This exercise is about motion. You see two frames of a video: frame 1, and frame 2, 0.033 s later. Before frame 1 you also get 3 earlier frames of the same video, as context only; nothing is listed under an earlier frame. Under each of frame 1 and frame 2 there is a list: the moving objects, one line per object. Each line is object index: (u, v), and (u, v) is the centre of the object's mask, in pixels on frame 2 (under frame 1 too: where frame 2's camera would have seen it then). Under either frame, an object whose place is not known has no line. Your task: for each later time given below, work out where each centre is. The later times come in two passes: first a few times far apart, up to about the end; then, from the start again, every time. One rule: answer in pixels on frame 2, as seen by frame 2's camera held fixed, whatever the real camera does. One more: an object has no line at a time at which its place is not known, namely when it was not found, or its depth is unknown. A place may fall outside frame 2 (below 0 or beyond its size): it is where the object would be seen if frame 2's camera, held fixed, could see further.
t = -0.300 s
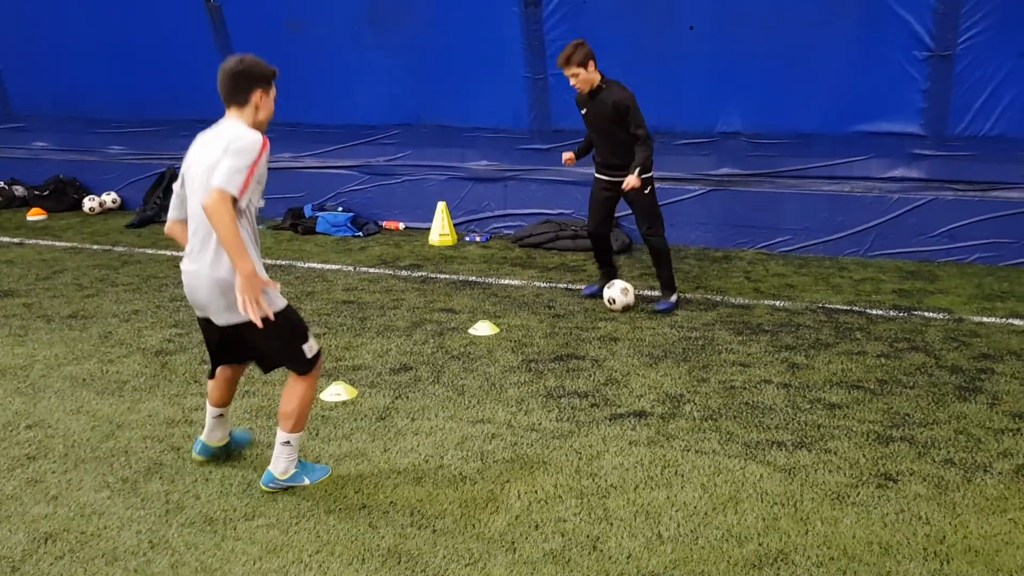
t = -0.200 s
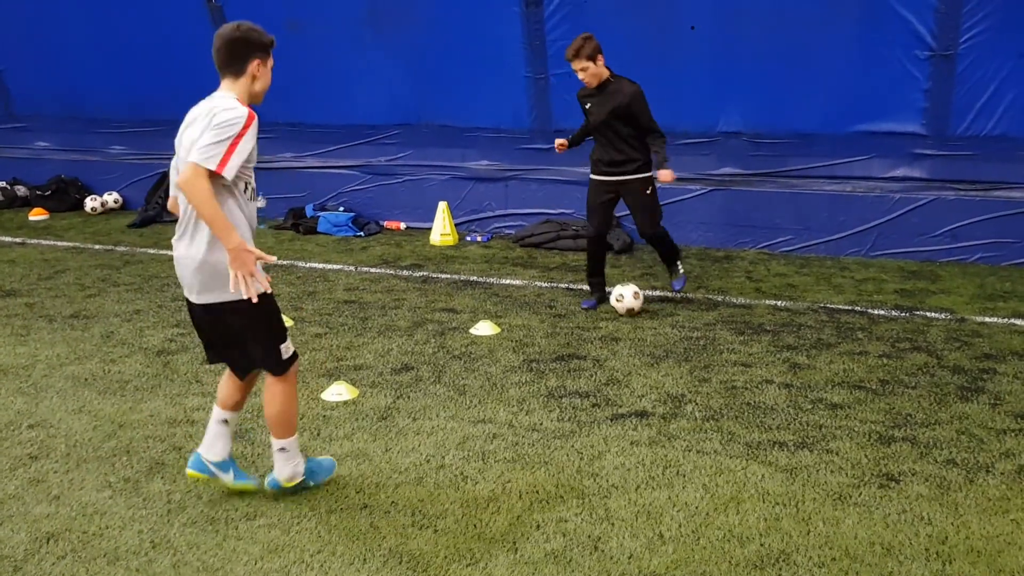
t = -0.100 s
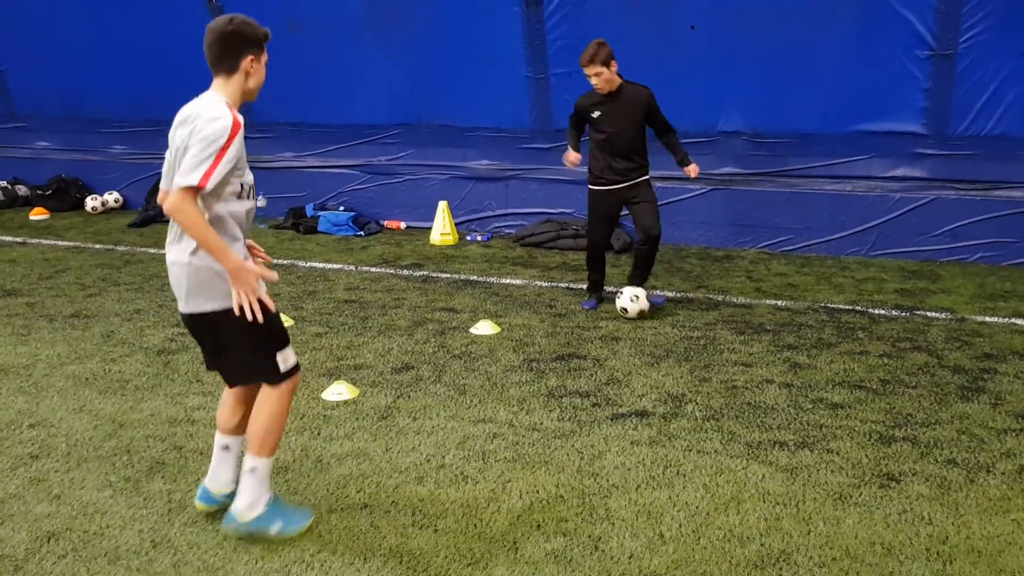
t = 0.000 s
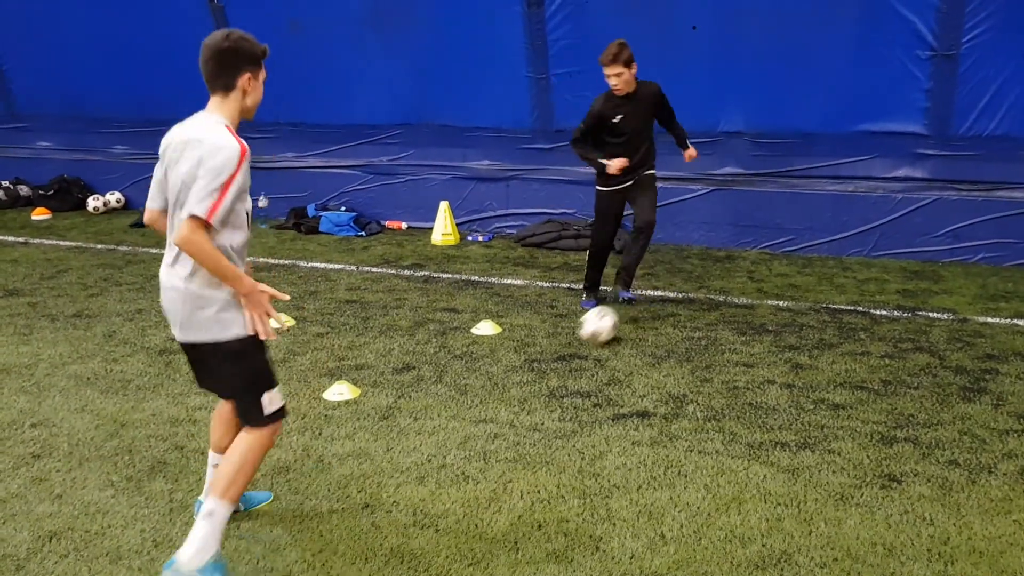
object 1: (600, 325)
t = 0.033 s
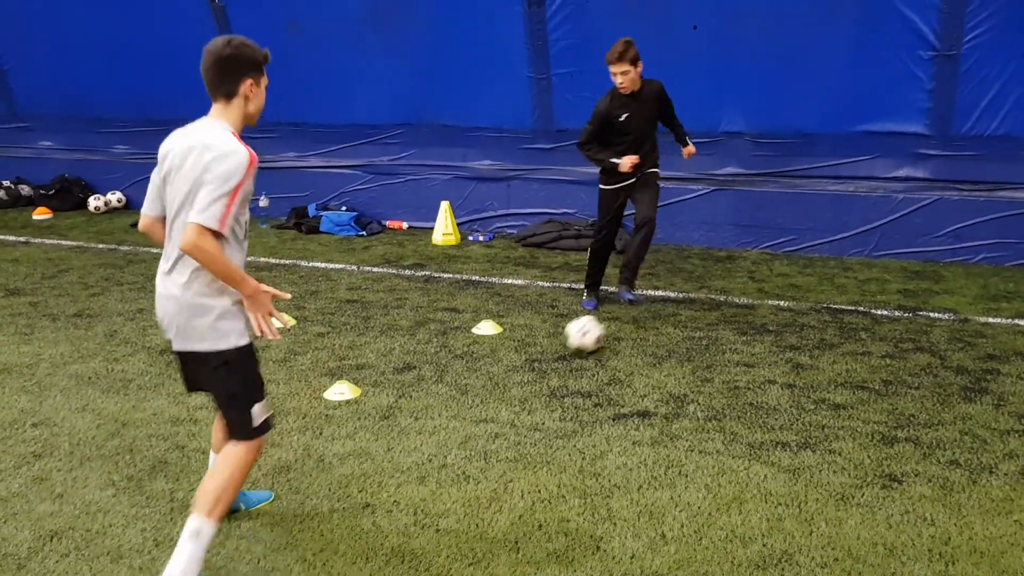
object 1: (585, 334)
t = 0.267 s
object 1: (478, 402)
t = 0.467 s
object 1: (370, 479)
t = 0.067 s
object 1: (571, 341)
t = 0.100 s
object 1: (555, 350)
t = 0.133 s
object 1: (541, 361)
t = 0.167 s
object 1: (524, 374)
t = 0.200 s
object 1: (509, 382)
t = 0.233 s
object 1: (494, 390)
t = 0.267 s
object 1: (478, 402)
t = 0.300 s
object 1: (460, 417)
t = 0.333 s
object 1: (444, 430)
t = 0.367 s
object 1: (427, 438)
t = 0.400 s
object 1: (409, 451)
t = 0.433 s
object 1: (390, 466)
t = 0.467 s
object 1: (370, 479)
